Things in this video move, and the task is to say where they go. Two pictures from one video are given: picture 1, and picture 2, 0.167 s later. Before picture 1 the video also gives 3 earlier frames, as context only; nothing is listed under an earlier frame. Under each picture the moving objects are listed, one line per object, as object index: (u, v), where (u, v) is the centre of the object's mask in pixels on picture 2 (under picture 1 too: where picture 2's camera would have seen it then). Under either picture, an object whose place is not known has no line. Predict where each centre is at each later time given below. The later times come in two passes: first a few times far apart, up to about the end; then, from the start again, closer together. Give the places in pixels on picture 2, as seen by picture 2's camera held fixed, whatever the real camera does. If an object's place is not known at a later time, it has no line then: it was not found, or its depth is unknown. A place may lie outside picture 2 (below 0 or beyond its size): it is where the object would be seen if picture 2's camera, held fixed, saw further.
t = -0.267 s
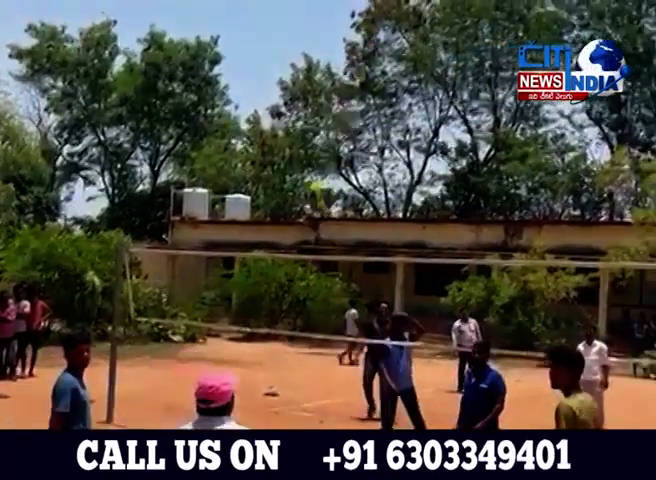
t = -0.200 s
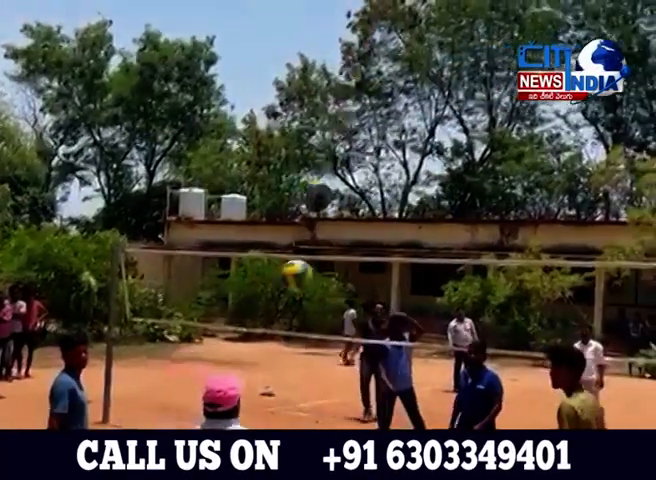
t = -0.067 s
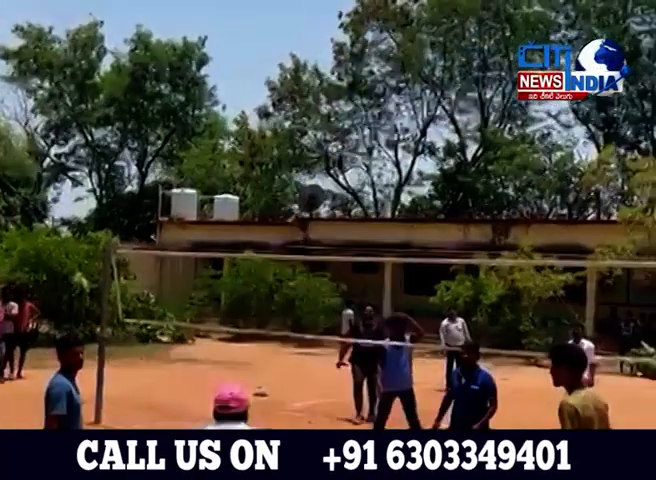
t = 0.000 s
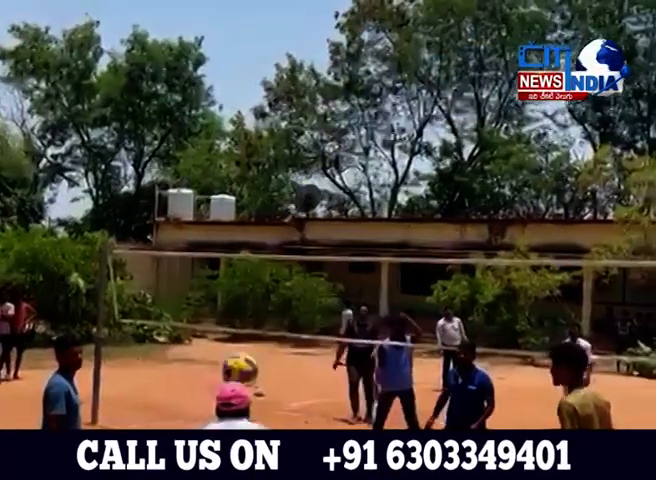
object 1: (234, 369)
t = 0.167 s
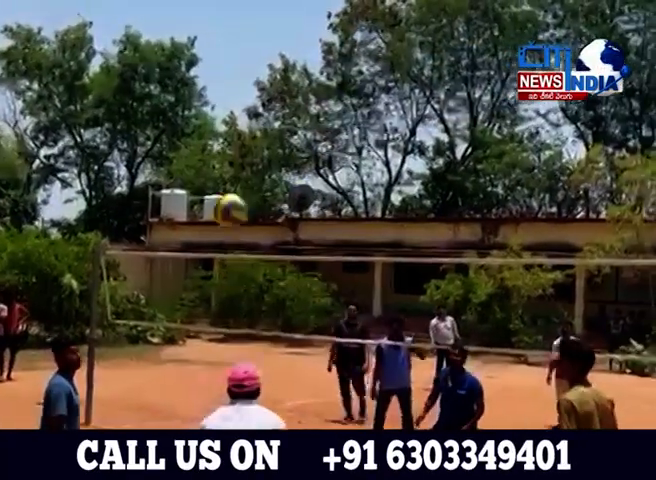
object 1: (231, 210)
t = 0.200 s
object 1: (229, 183)
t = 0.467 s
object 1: (217, 60)
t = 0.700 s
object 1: (203, 42)
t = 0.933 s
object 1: (187, 100)
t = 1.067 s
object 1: (175, 165)
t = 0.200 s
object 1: (229, 183)
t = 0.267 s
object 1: (227, 144)
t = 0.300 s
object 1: (225, 125)
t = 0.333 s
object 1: (224, 110)
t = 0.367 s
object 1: (222, 93)
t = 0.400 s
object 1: (220, 79)
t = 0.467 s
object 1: (217, 60)
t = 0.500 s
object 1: (215, 53)
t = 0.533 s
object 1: (213, 48)
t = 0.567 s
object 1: (211, 42)
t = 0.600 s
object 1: (209, 40)
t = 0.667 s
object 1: (204, 40)
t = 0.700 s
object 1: (203, 42)
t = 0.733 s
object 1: (201, 47)
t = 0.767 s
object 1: (200, 52)
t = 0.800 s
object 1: (196, 58)
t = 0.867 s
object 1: (192, 76)
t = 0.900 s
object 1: (188, 89)
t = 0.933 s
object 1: (187, 100)
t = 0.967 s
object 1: (183, 112)
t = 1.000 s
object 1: (180, 128)
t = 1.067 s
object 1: (175, 165)
